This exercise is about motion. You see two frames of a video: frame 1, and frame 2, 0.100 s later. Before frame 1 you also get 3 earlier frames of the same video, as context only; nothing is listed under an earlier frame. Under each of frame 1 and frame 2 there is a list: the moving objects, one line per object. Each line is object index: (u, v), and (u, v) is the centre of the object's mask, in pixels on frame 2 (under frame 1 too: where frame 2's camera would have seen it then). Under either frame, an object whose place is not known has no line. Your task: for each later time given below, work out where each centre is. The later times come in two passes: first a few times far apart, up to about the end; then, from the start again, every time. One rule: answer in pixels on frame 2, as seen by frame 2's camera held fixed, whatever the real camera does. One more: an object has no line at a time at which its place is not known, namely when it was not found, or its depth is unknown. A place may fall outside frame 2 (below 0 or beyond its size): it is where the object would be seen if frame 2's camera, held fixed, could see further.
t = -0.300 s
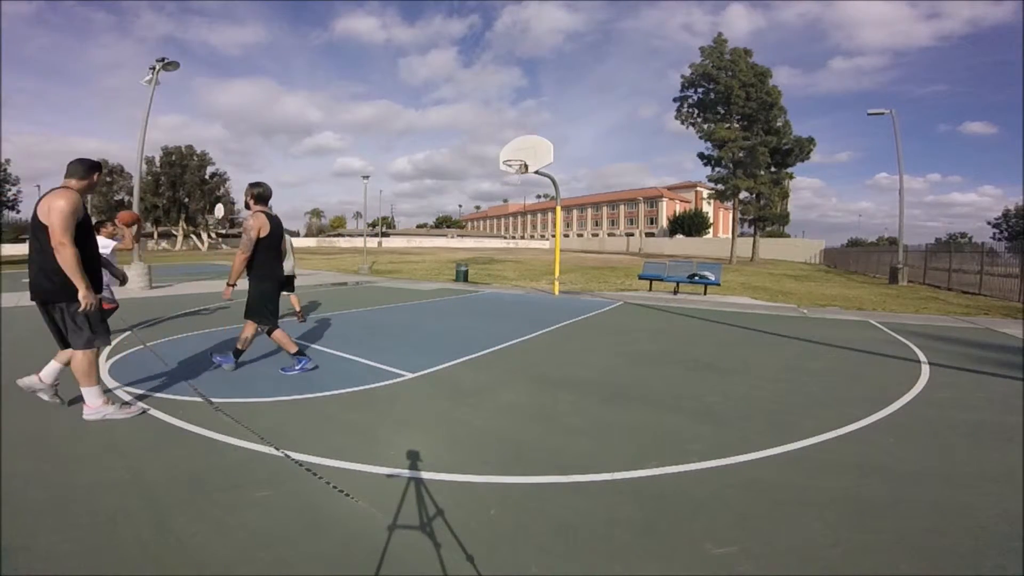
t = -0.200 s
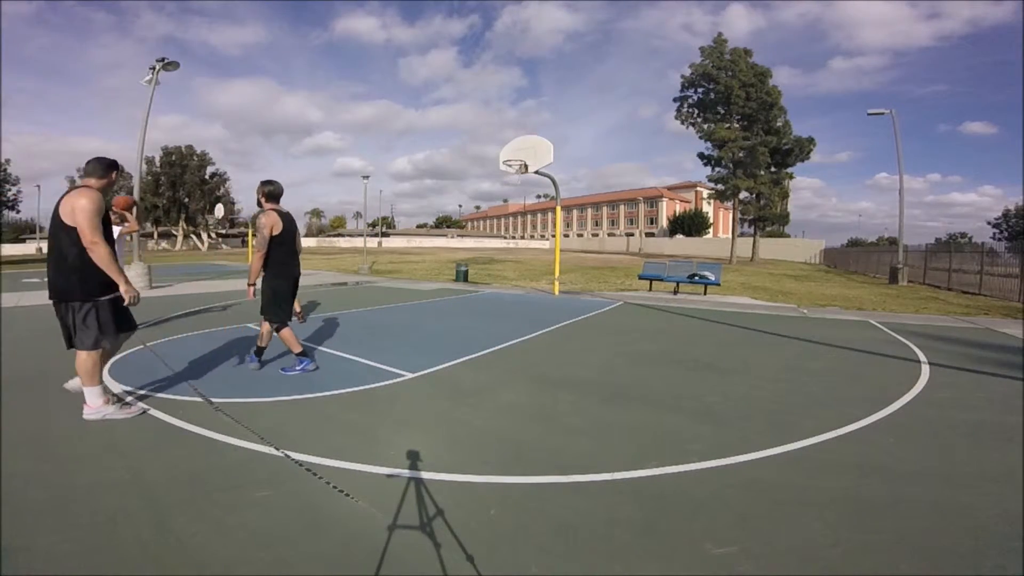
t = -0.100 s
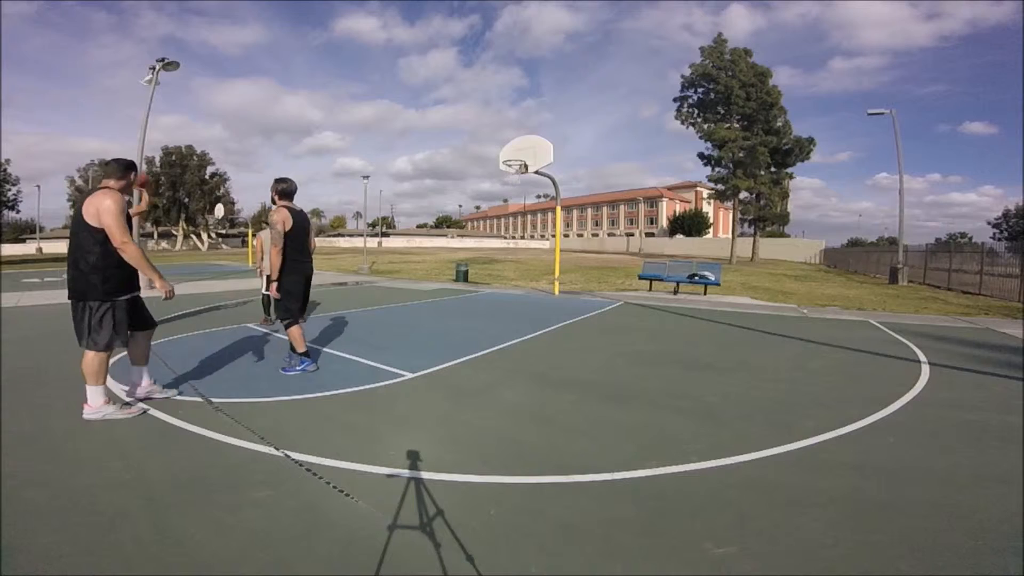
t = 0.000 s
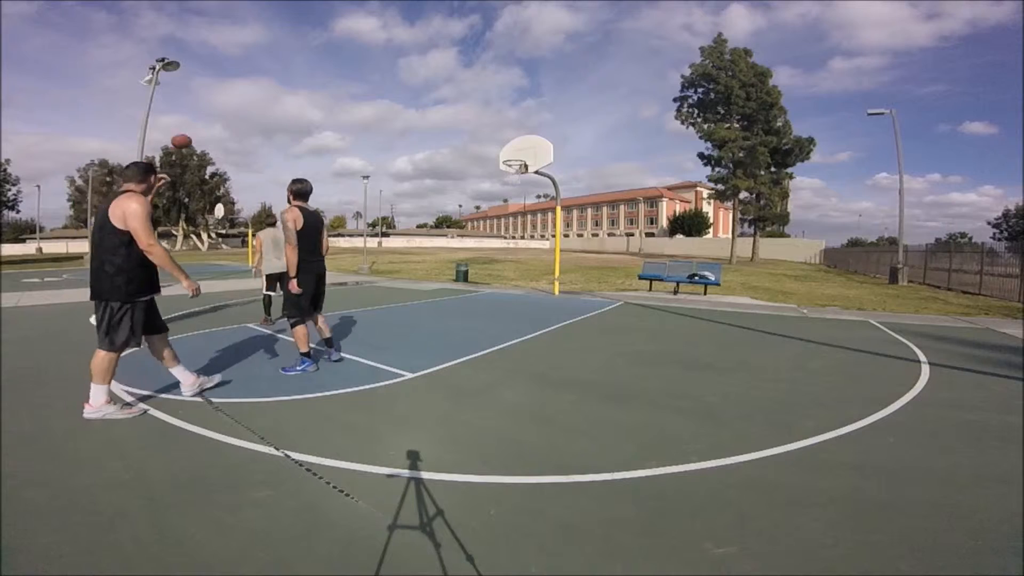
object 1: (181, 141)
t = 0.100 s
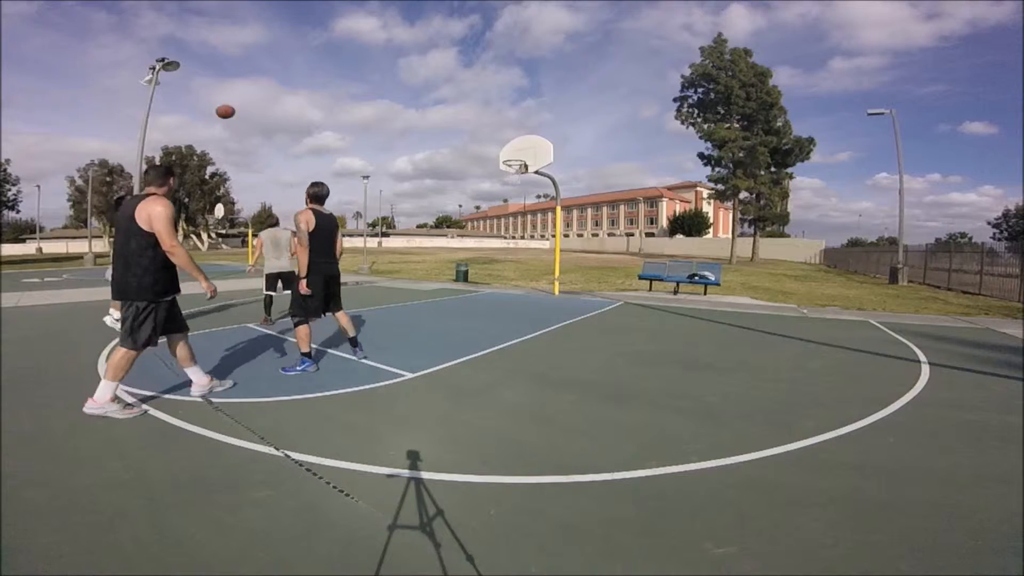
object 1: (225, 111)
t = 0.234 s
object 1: (278, 85)
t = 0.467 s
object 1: (356, 66)
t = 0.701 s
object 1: (417, 74)
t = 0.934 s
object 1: (468, 105)
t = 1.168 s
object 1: (511, 157)
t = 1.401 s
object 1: (530, 196)
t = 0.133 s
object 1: (239, 103)
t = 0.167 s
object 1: (253, 96)
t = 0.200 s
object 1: (266, 90)
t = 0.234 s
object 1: (278, 85)
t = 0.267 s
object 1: (290, 80)
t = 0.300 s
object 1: (302, 77)
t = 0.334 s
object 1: (314, 74)
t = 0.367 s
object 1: (325, 71)
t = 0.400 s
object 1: (336, 69)
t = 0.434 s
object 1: (346, 67)
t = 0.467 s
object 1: (356, 66)
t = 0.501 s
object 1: (365, 66)
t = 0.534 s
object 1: (375, 66)
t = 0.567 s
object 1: (384, 67)
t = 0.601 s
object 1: (392, 68)
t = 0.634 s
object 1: (401, 70)
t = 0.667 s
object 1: (409, 71)
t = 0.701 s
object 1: (417, 74)
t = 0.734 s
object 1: (425, 77)
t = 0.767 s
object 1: (432, 81)
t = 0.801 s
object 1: (440, 85)
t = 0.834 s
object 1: (447, 89)
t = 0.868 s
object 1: (454, 94)
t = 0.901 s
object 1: (461, 100)
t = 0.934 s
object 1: (468, 105)
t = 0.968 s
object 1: (474, 111)
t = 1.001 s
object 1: (481, 118)
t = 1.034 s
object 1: (487, 125)
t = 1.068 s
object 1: (493, 132)
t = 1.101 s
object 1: (499, 140)
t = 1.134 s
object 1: (505, 148)
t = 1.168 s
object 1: (511, 157)
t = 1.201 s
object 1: (516, 166)
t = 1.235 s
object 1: (521, 173)
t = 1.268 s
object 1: (523, 176)
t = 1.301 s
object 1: (525, 181)
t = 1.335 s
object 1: (527, 185)
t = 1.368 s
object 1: (529, 190)
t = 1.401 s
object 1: (530, 196)
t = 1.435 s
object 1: (532, 201)
